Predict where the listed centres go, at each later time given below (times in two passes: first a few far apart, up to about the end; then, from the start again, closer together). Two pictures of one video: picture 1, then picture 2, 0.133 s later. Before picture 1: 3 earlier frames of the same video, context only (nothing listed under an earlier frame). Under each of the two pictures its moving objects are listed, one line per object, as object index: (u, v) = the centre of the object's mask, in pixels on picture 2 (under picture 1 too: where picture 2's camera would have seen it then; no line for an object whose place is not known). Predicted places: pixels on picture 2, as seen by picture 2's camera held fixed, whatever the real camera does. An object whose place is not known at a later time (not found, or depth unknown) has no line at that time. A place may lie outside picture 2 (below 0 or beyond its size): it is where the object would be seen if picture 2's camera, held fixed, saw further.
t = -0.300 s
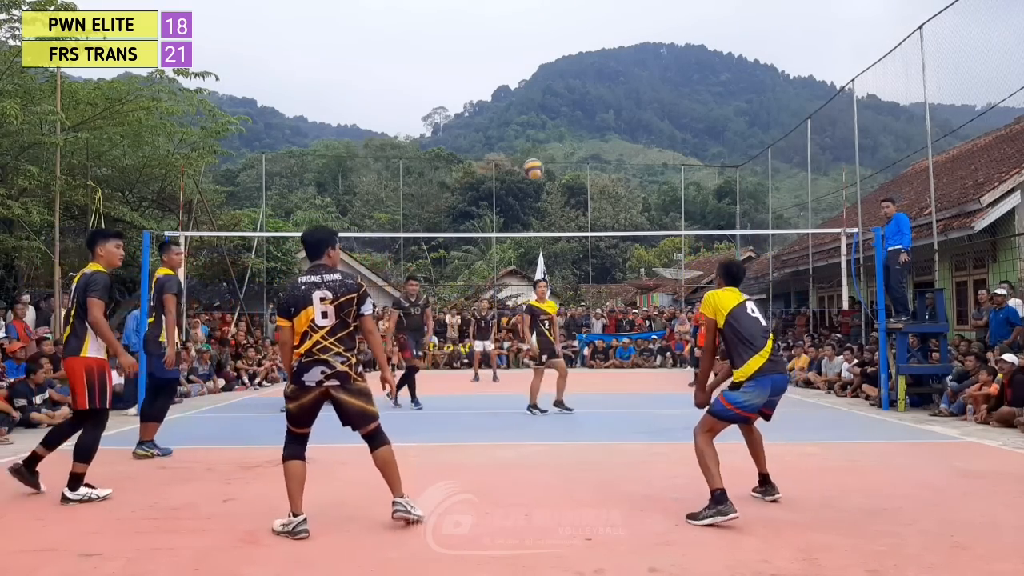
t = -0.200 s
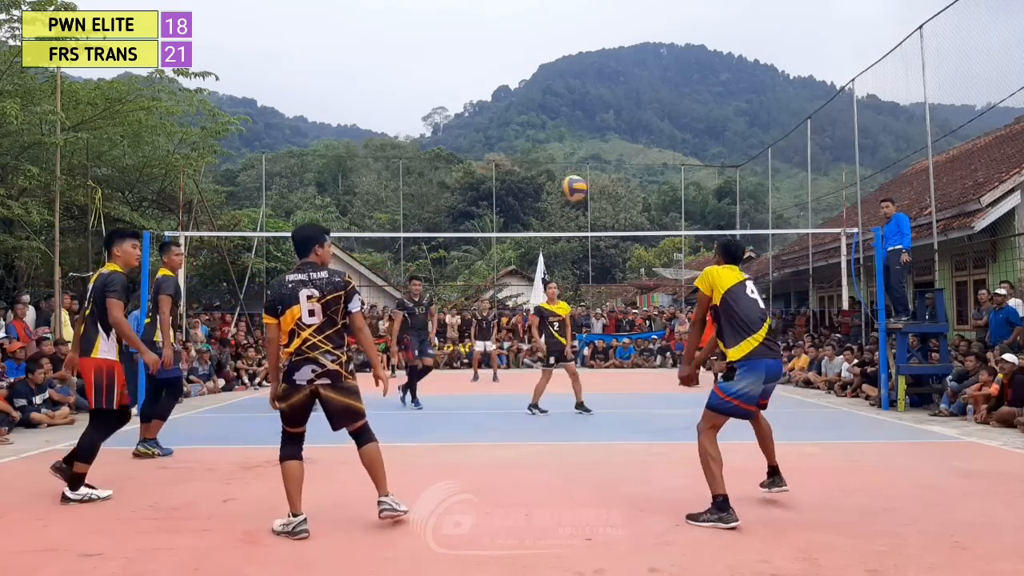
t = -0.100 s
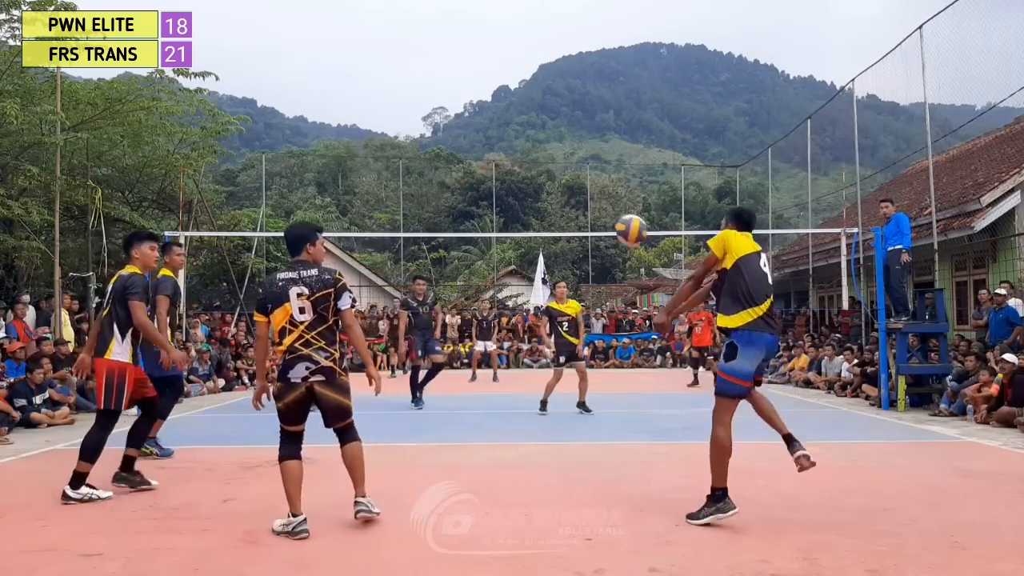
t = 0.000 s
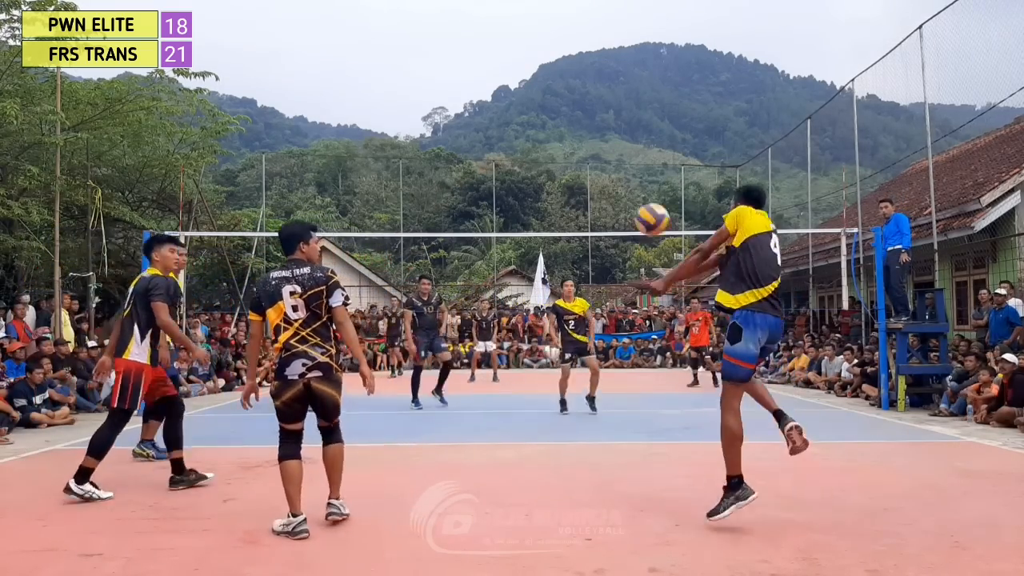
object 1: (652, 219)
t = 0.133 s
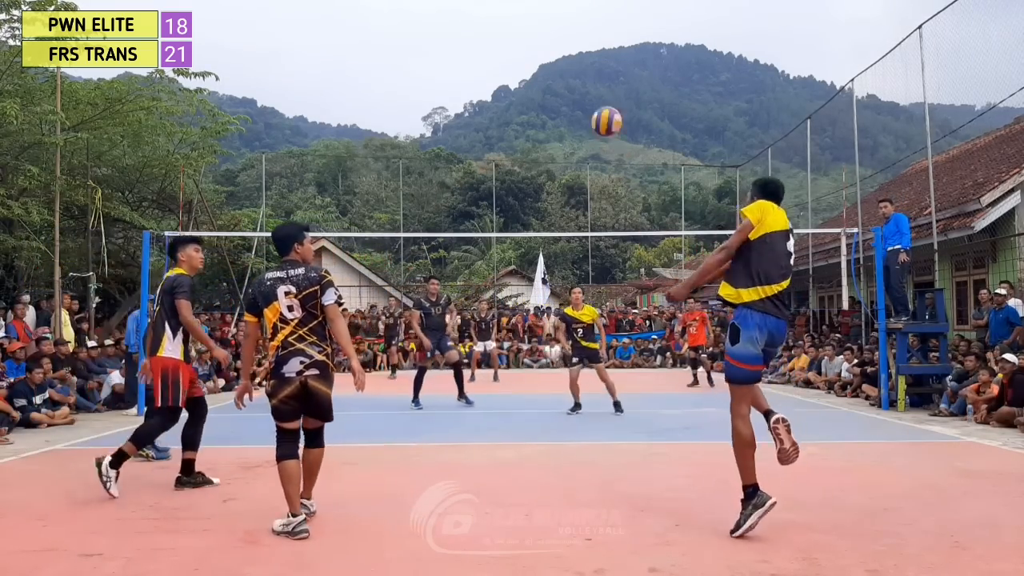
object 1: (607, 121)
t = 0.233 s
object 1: (579, 75)
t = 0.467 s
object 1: (526, 30)
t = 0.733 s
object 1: (481, 53)
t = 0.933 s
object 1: (455, 106)
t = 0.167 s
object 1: (597, 104)
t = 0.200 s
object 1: (588, 89)
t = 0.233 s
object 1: (579, 75)
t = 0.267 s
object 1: (570, 64)
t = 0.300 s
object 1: (562, 55)
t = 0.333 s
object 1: (554, 46)
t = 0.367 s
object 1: (547, 40)
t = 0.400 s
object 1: (539, 35)
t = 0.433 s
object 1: (533, 32)
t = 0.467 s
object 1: (526, 30)
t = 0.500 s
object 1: (519, 29)
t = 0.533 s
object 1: (513, 30)
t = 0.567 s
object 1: (507, 31)
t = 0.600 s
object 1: (502, 34)
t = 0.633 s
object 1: (496, 37)
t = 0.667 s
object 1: (490, 42)
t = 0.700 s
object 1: (486, 47)
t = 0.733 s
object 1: (481, 53)
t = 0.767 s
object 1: (476, 60)
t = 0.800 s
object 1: (472, 68)
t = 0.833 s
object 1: (467, 77)
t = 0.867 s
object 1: (463, 86)
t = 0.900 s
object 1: (459, 96)
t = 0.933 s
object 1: (455, 106)
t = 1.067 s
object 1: (441, 153)
